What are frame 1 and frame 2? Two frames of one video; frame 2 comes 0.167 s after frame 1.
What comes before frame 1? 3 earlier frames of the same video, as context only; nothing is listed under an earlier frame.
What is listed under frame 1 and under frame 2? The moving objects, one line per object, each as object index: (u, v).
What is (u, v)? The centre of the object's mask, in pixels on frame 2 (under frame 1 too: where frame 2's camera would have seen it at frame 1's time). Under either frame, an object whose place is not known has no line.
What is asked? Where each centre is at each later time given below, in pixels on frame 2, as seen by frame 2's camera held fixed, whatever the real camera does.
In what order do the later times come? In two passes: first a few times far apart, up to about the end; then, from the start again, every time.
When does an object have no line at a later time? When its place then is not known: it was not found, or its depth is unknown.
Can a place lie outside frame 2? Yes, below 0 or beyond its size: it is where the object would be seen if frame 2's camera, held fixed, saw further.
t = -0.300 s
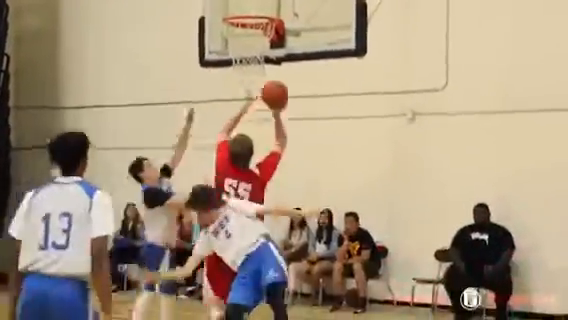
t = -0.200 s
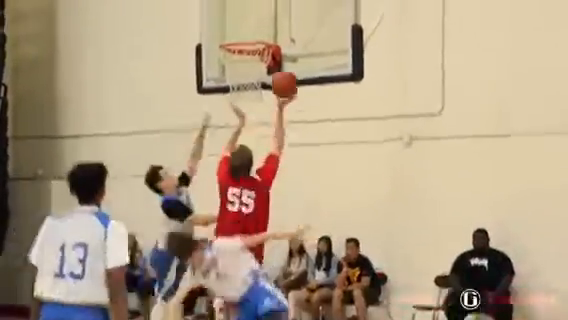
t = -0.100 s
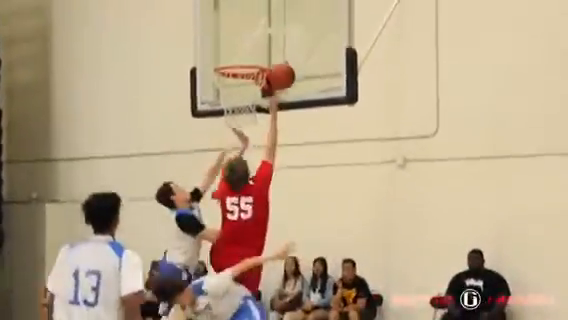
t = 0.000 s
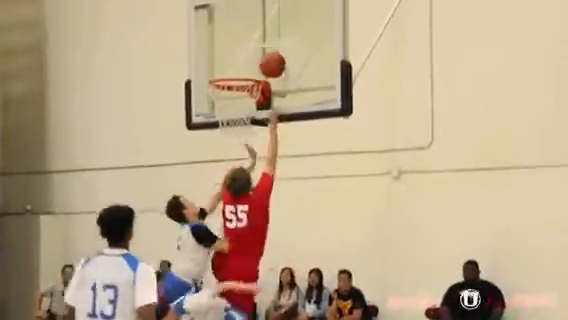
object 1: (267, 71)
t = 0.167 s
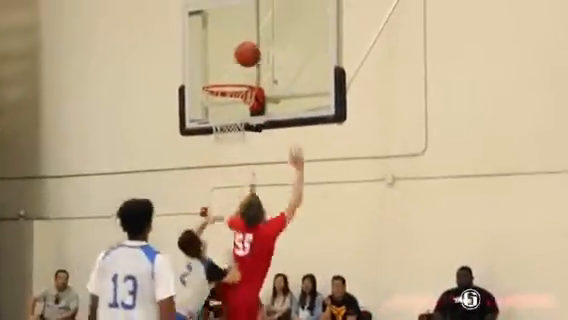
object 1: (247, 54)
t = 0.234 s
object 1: (237, 55)
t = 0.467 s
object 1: (225, 77)
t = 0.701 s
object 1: (220, 94)
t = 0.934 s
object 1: (207, 122)
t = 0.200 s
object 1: (242, 54)
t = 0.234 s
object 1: (237, 55)
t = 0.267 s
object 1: (231, 58)
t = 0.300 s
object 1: (226, 61)
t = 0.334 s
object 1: (221, 66)
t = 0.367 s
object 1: (215, 72)
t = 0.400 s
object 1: (212, 77)
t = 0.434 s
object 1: (218, 76)
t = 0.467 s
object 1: (225, 77)
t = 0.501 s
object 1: (231, 76)
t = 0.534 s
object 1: (237, 79)
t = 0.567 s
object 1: (242, 81)
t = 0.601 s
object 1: (236, 79)
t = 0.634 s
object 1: (231, 87)
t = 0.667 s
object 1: (226, 90)
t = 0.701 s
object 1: (220, 94)
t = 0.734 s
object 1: (213, 101)
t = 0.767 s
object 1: (209, 104)
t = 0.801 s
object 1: (206, 108)
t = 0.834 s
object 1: (206, 111)
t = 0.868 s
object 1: (206, 114)
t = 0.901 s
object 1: (206, 117)
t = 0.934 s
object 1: (207, 122)
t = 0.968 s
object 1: (208, 128)
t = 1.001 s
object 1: (210, 134)
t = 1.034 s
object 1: (212, 140)
